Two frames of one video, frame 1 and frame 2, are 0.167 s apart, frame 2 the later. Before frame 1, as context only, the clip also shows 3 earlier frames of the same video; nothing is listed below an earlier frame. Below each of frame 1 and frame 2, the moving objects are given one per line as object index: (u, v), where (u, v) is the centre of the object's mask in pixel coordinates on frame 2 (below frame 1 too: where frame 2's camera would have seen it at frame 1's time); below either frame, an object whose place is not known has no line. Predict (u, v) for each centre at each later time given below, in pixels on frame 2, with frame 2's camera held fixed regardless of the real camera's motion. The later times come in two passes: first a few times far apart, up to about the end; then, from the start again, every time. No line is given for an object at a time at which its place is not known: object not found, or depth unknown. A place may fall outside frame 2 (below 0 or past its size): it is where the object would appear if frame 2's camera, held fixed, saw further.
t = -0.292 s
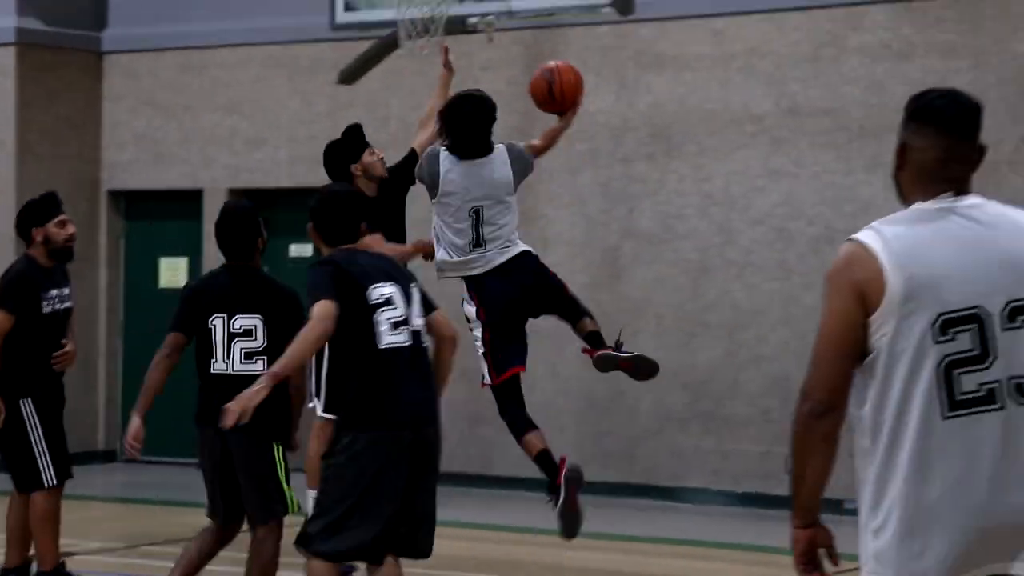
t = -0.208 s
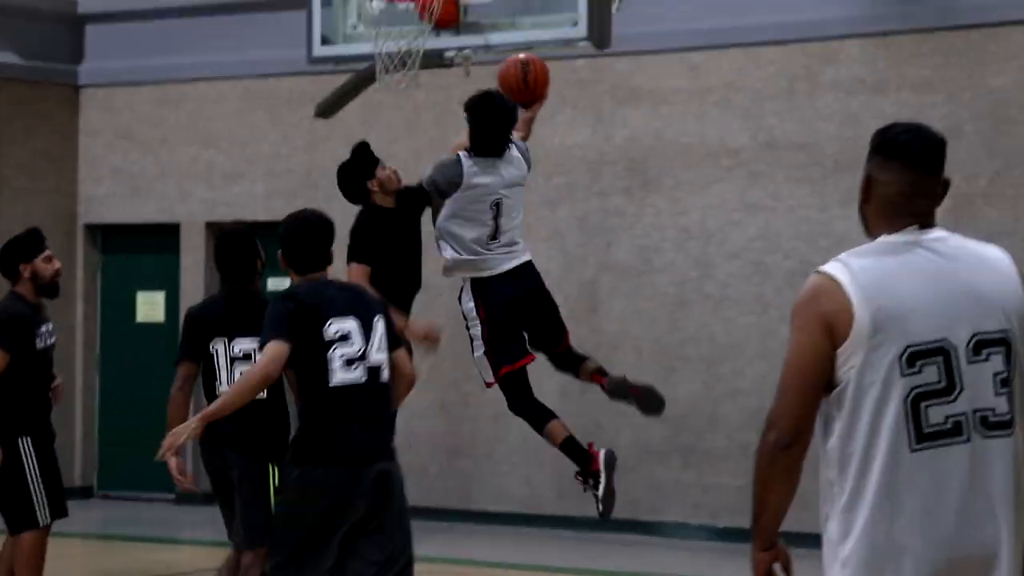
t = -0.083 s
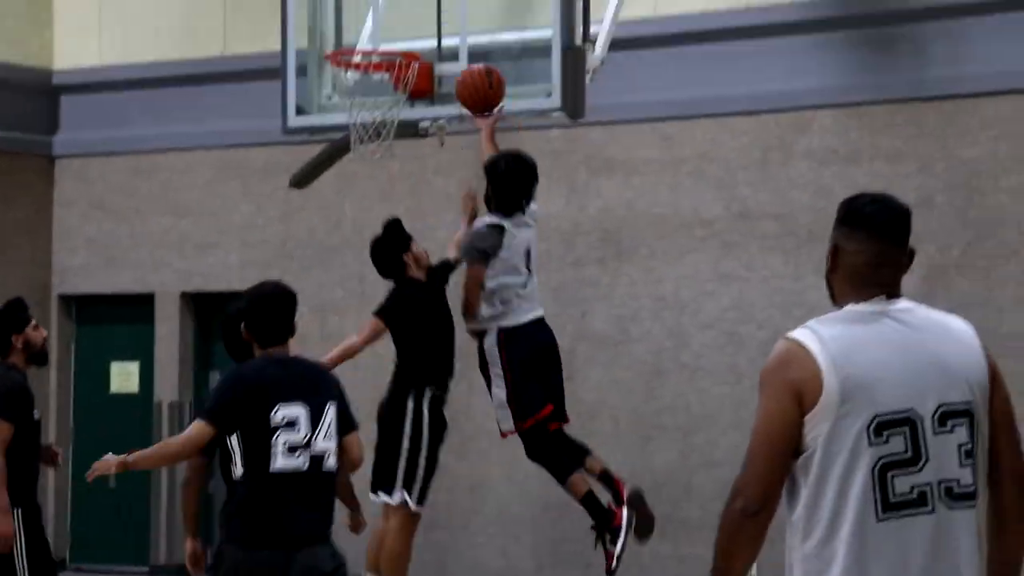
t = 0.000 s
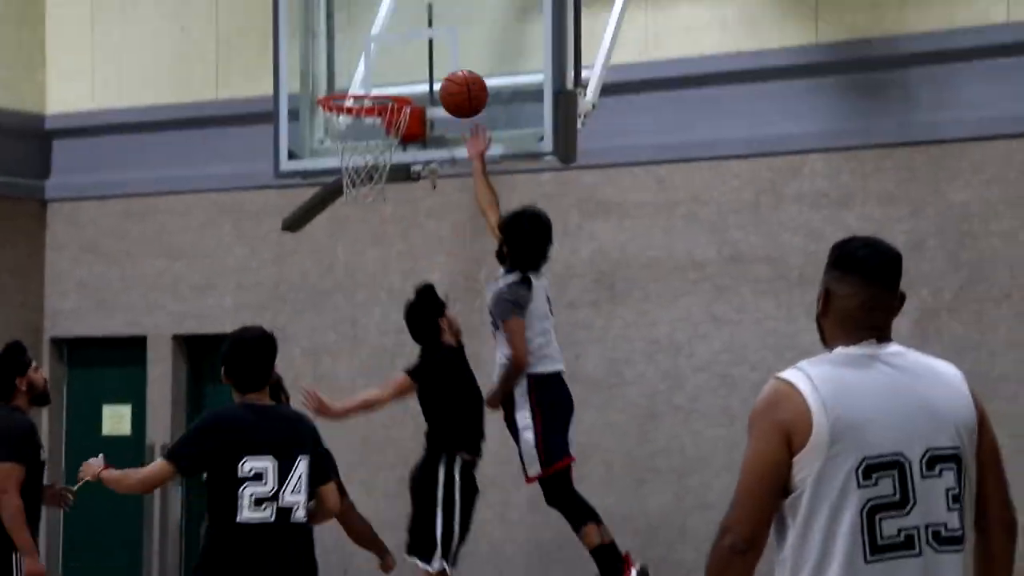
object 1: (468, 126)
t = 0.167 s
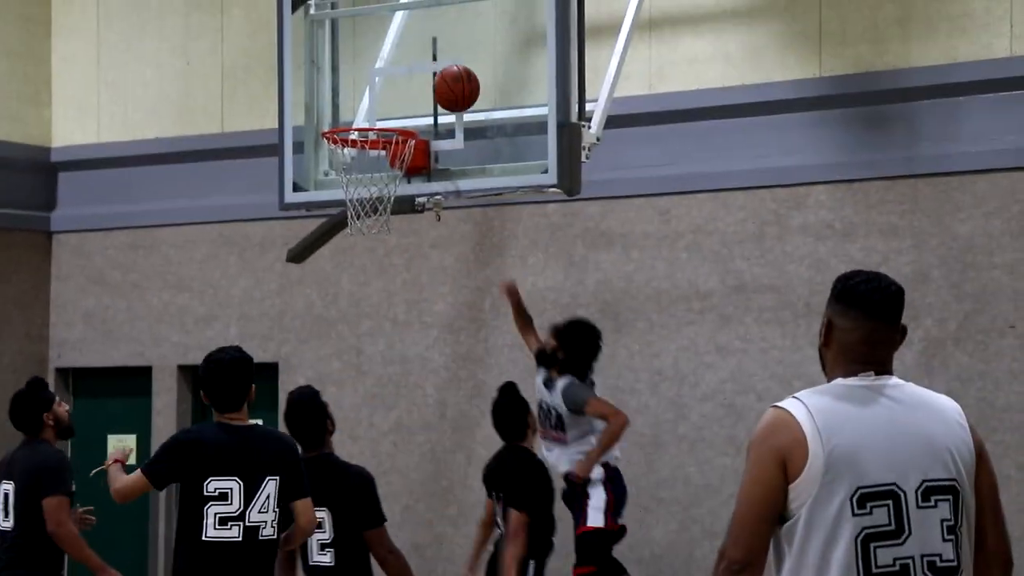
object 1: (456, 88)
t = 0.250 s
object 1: (433, 81)
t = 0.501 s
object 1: (361, 131)
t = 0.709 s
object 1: (370, 202)
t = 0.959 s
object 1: (380, 312)
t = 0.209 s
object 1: (446, 84)
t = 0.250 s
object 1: (433, 81)
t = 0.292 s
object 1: (420, 81)
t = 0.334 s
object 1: (408, 85)
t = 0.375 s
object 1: (394, 92)
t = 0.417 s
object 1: (381, 102)
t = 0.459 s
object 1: (368, 112)
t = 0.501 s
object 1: (361, 131)
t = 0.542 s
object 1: (363, 148)
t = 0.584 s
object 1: (364, 159)
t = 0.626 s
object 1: (367, 178)
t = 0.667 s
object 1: (368, 194)
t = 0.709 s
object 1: (370, 202)
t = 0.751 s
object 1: (372, 213)
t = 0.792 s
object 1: (374, 226)
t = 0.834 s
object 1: (375, 243)
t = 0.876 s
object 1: (377, 263)
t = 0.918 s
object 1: (378, 286)
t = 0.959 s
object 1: (380, 312)
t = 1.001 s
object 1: (381, 342)
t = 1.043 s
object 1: (383, 375)
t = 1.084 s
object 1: (384, 411)
